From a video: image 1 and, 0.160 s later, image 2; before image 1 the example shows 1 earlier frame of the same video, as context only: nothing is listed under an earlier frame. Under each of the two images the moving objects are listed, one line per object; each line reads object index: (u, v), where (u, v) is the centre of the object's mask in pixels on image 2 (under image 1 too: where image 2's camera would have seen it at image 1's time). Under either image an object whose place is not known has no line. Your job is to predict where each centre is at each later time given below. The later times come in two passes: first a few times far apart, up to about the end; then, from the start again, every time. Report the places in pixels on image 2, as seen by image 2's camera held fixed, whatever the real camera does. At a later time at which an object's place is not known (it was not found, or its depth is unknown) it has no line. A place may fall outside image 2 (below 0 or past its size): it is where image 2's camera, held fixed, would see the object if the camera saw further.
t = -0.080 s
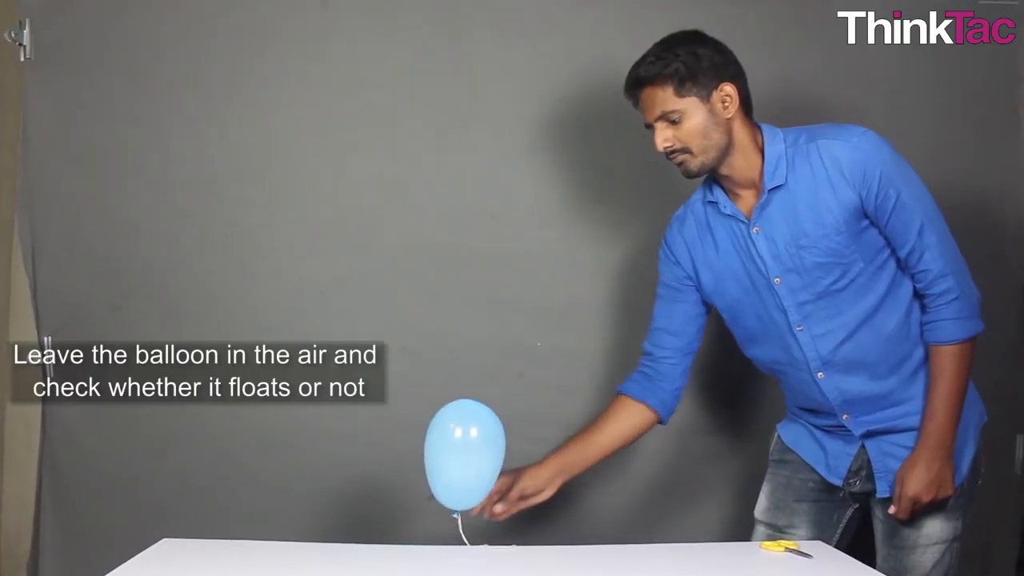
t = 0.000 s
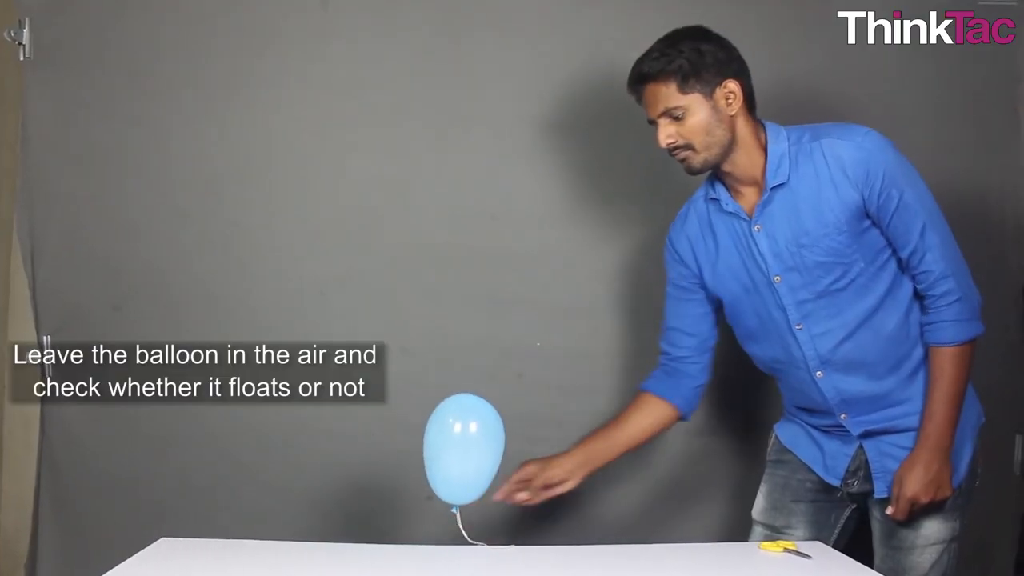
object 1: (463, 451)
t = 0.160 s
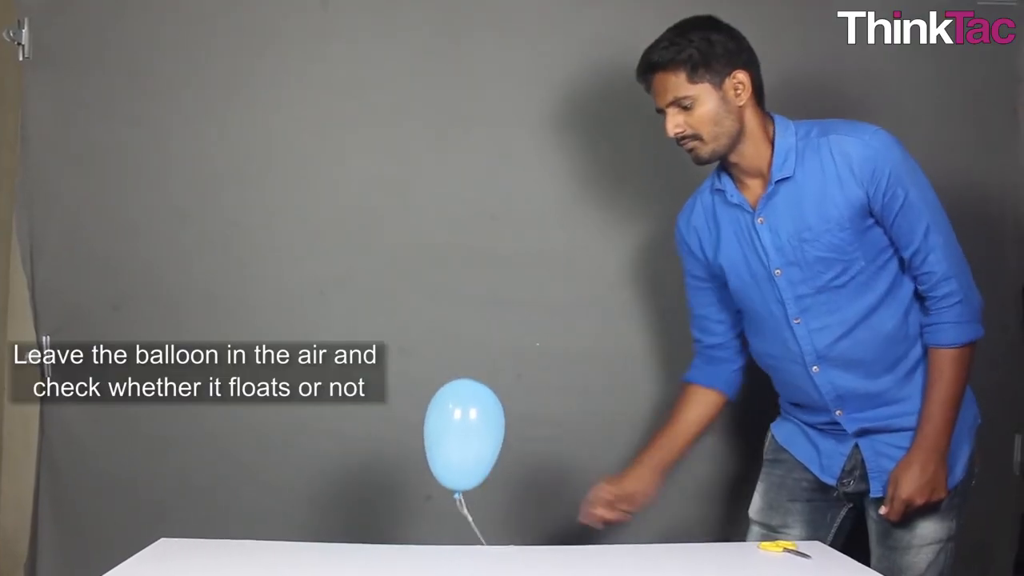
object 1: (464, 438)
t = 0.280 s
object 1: (465, 425)
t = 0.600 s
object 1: (472, 384)
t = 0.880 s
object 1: (480, 350)
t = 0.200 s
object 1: (464, 433)
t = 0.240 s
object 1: (464, 429)
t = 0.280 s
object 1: (465, 425)
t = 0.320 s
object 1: (465, 420)
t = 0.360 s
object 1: (466, 416)
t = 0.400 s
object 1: (467, 411)
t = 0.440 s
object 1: (468, 407)
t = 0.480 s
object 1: (469, 401)
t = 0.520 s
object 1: (470, 395)
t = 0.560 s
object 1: (471, 390)
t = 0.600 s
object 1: (472, 384)
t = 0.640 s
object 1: (473, 380)
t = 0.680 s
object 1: (475, 374)
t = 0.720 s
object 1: (476, 368)
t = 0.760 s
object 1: (477, 363)
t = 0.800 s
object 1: (478, 357)
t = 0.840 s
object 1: (479, 353)
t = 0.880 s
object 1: (480, 350)
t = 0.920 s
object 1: (481, 343)
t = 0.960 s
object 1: (483, 334)
